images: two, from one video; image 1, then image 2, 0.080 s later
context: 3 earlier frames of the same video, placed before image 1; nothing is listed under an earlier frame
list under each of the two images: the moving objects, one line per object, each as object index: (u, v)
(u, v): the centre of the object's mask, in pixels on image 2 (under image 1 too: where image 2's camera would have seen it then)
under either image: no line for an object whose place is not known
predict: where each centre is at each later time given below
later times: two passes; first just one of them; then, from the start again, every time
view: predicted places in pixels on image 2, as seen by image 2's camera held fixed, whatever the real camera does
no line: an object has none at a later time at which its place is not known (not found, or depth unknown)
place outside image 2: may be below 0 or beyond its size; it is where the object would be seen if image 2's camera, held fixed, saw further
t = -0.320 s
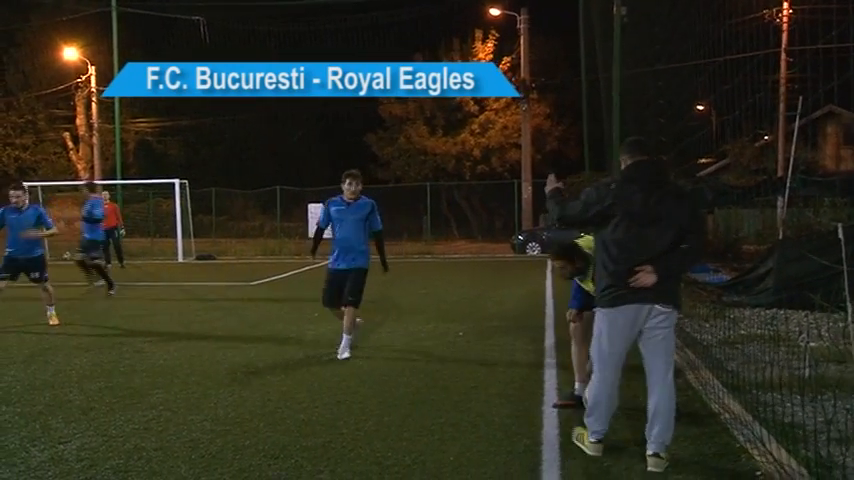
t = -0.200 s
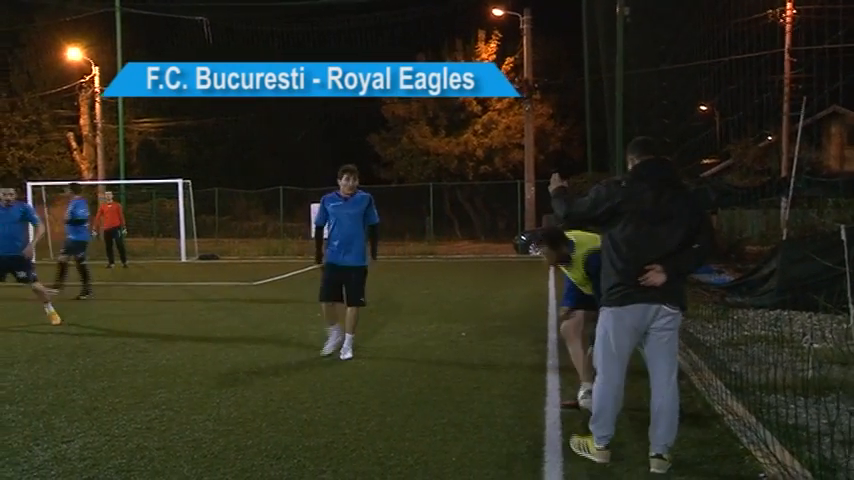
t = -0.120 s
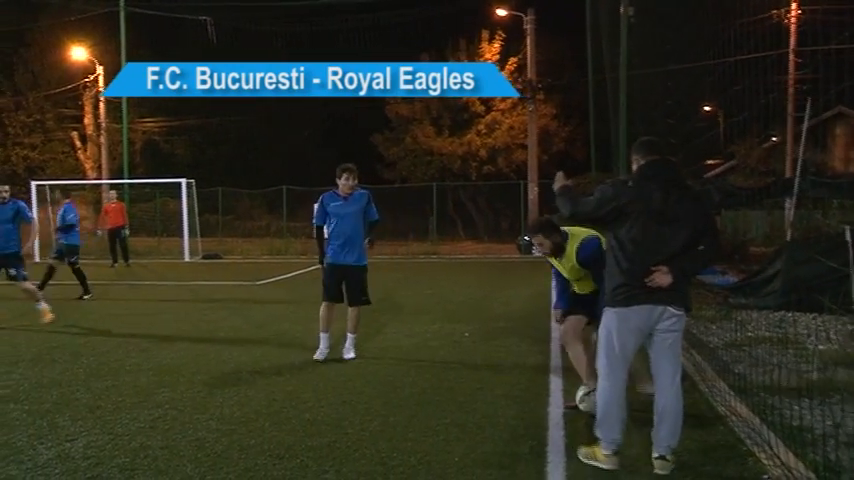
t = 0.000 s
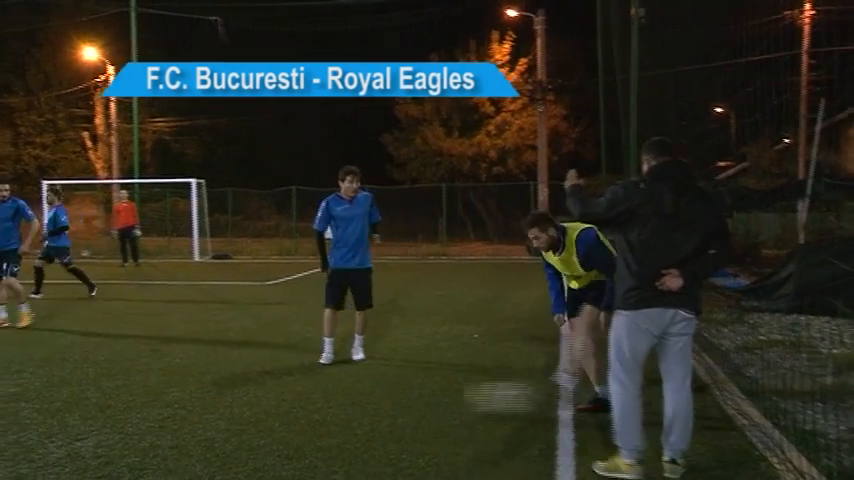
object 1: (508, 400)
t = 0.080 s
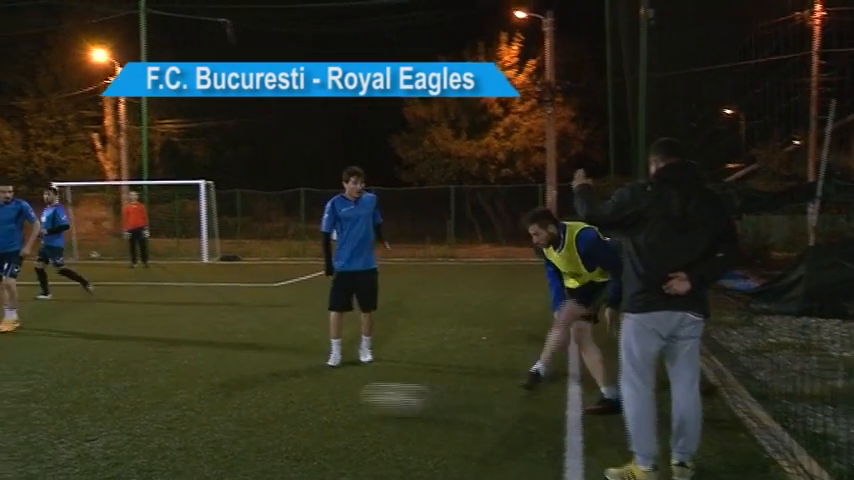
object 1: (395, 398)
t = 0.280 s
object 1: (152, 395)
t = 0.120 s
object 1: (341, 396)
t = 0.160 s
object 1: (290, 397)
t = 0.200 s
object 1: (238, 394)
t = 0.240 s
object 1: (195, 393)
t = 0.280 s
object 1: (152, 395)
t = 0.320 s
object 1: (109, 394)
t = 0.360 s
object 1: (70, 391)
